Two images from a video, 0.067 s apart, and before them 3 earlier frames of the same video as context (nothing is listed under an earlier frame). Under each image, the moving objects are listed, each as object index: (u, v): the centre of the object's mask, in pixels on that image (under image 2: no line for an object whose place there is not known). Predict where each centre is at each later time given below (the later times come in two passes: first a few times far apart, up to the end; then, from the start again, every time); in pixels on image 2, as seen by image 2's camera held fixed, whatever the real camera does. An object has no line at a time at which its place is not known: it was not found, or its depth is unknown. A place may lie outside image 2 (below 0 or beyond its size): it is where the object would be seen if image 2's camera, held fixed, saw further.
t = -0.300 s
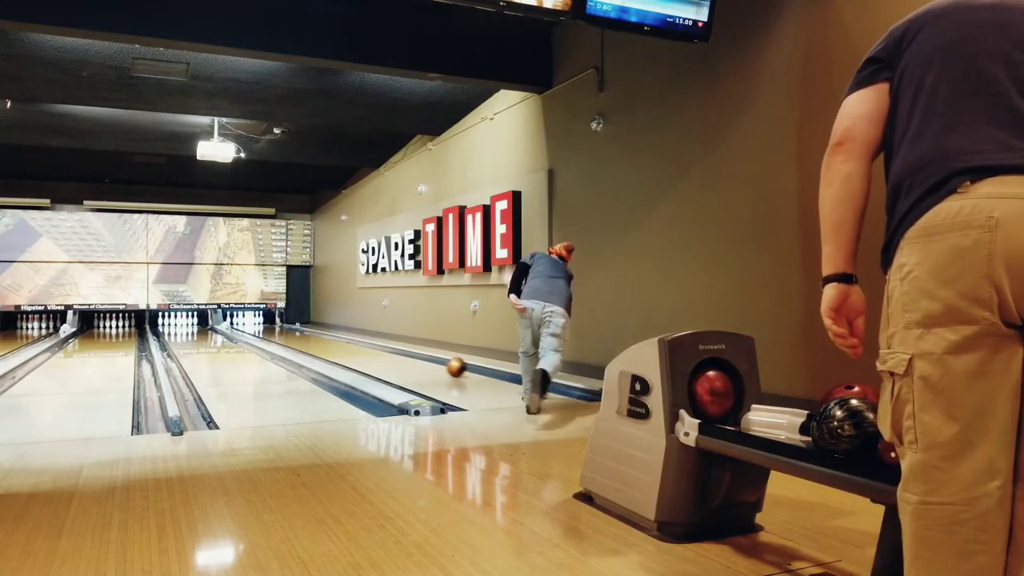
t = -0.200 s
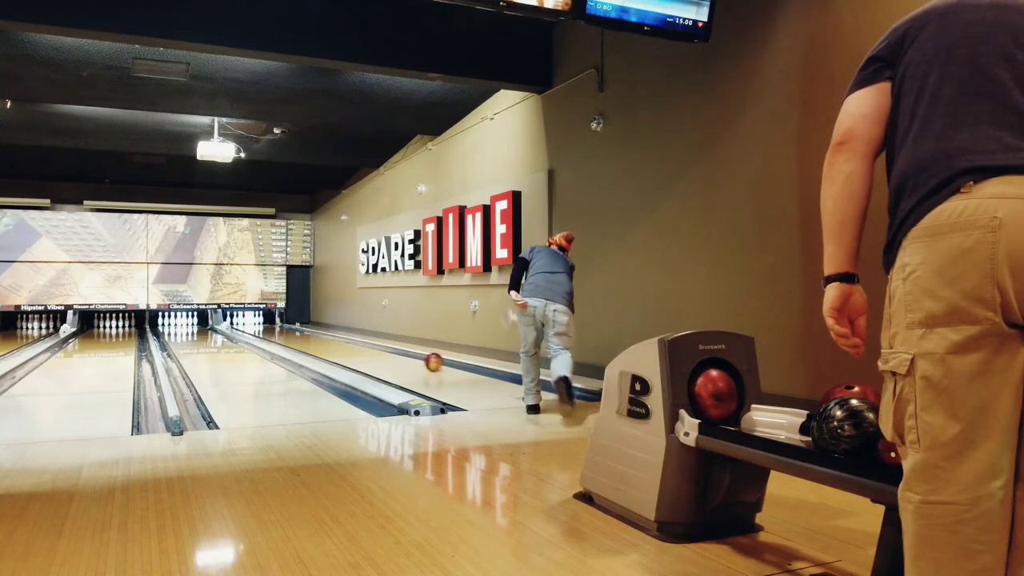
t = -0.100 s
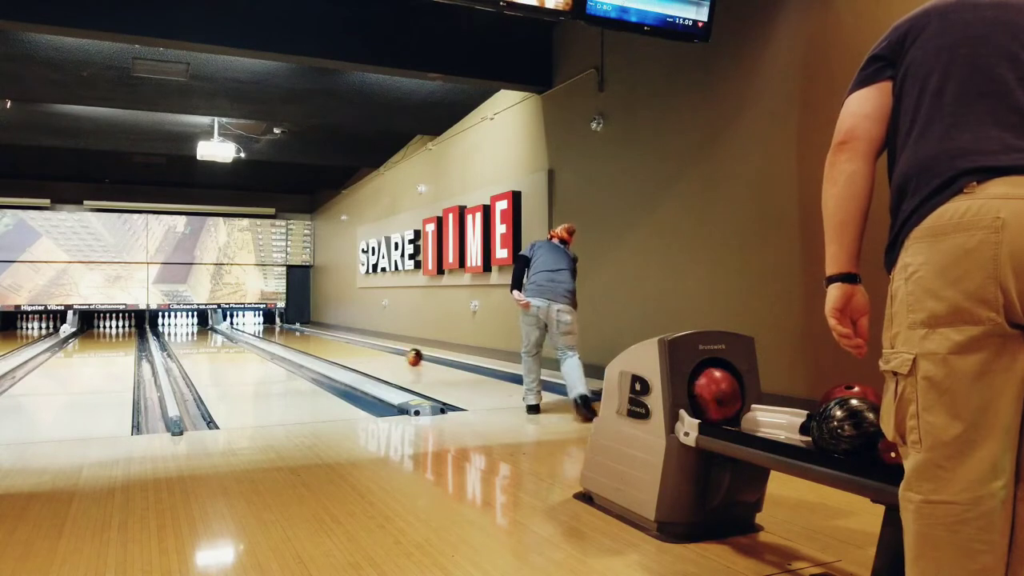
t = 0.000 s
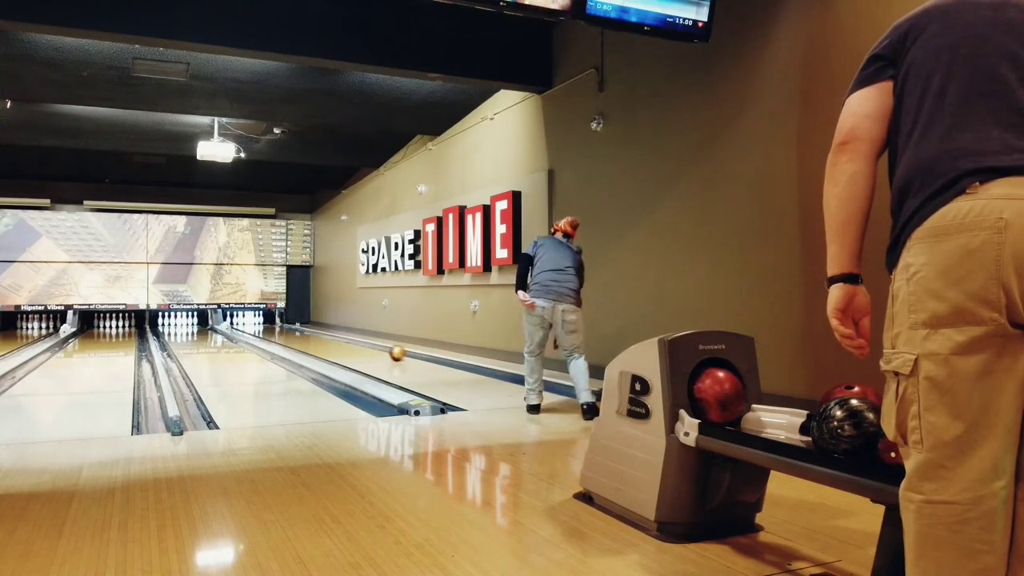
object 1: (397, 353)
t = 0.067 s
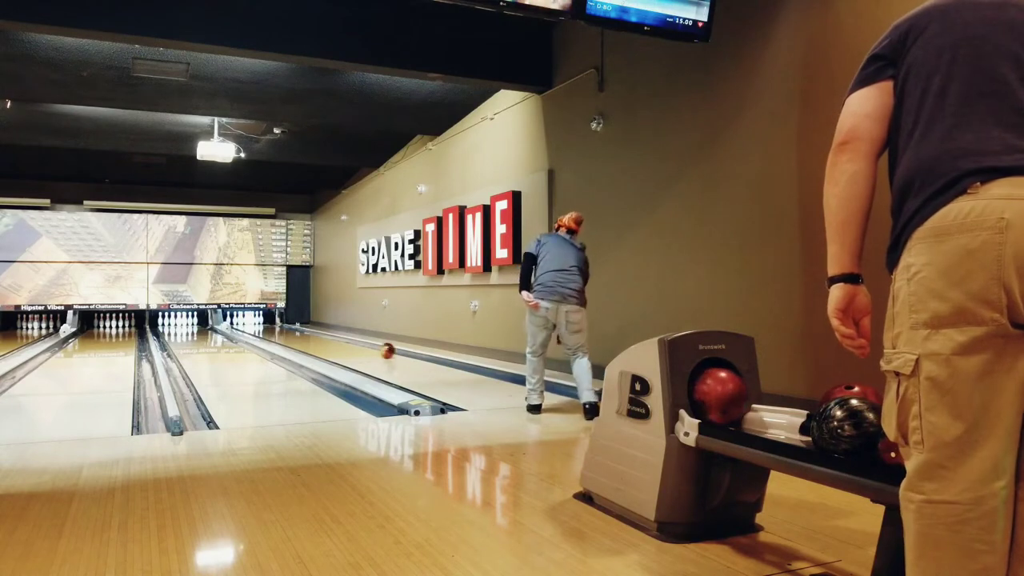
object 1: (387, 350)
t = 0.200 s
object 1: (368, 347)
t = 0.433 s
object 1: (342, 340)
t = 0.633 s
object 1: (323, 336)
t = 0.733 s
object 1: (315, 335)
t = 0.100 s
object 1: (382, 349)
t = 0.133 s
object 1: (377, 348)
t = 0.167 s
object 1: (372, 348)
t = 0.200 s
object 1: (368, 347)
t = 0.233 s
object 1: (365, 346)
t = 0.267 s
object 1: (360, 344)
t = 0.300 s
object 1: (356, 344)
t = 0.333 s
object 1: (352, 343)
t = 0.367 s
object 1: (349, 342)
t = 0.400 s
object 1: (346, 341)
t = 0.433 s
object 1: (342, 340)
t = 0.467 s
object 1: (339, 339)
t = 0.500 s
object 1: (336, 339)
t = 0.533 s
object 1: (332, 338)
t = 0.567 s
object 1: (330, 337)
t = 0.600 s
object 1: (327, 336)
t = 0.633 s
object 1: (323, 336)
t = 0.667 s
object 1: (321, 336)
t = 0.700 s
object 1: (318, 335)
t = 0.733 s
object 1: (315, 335)
